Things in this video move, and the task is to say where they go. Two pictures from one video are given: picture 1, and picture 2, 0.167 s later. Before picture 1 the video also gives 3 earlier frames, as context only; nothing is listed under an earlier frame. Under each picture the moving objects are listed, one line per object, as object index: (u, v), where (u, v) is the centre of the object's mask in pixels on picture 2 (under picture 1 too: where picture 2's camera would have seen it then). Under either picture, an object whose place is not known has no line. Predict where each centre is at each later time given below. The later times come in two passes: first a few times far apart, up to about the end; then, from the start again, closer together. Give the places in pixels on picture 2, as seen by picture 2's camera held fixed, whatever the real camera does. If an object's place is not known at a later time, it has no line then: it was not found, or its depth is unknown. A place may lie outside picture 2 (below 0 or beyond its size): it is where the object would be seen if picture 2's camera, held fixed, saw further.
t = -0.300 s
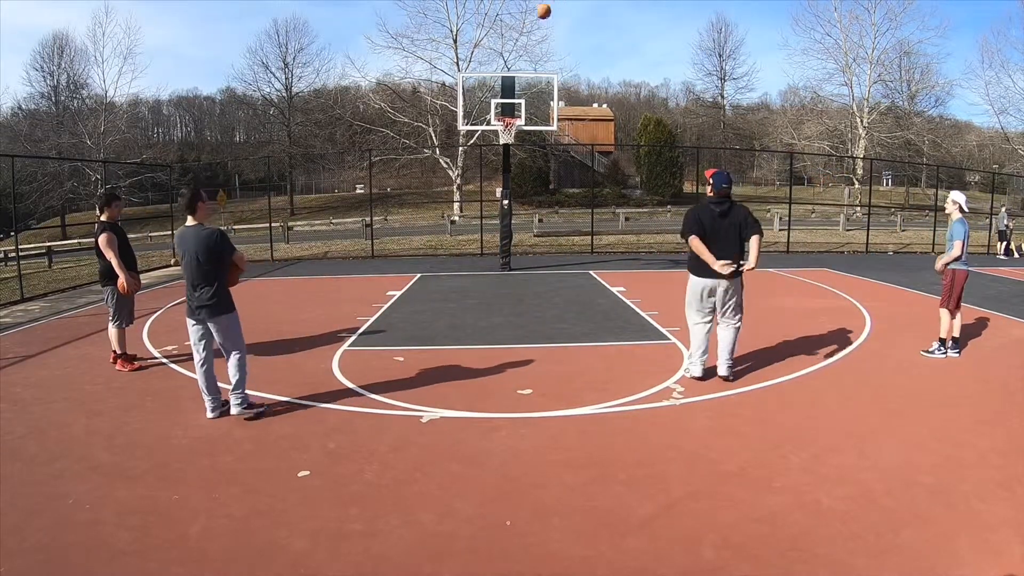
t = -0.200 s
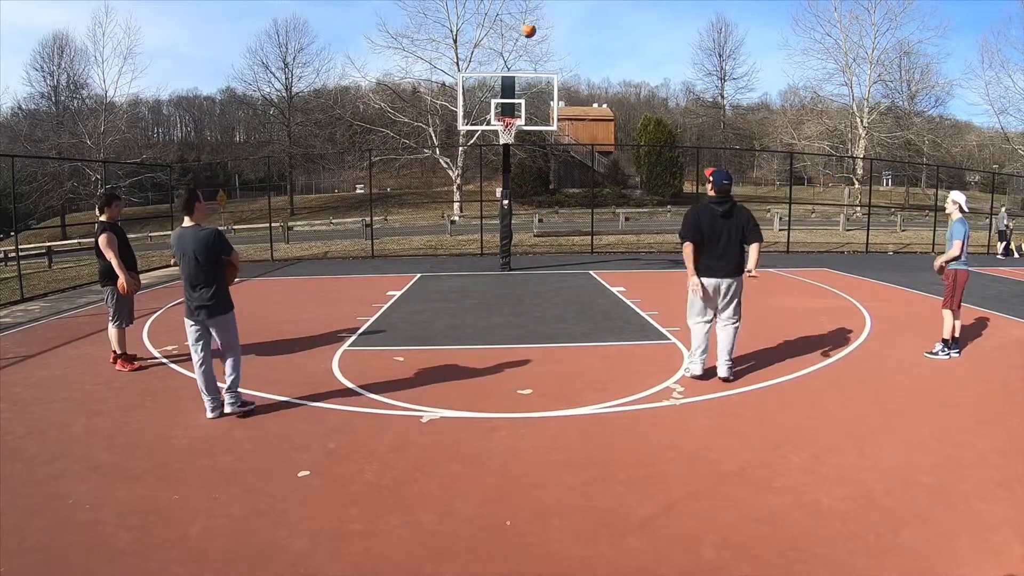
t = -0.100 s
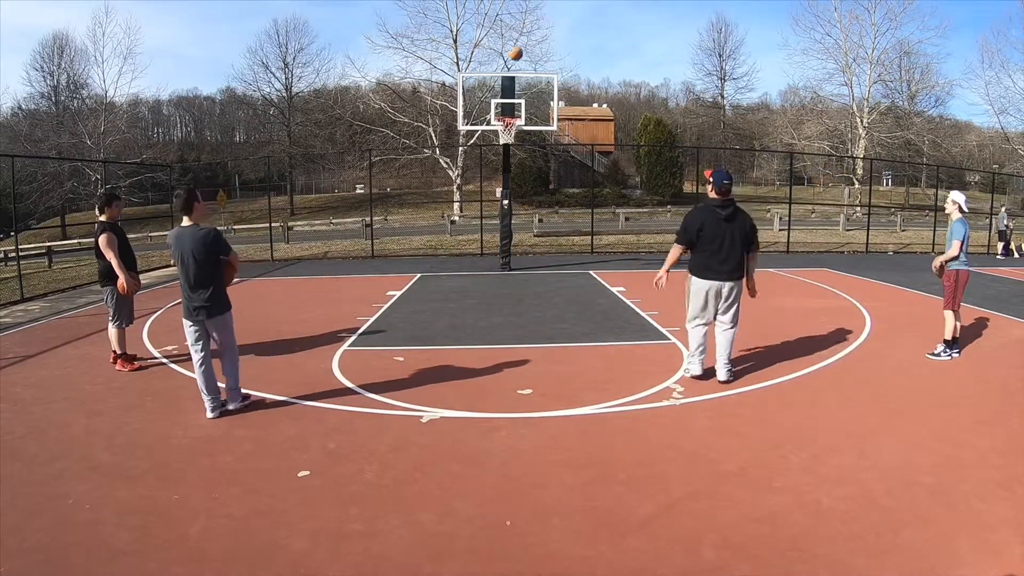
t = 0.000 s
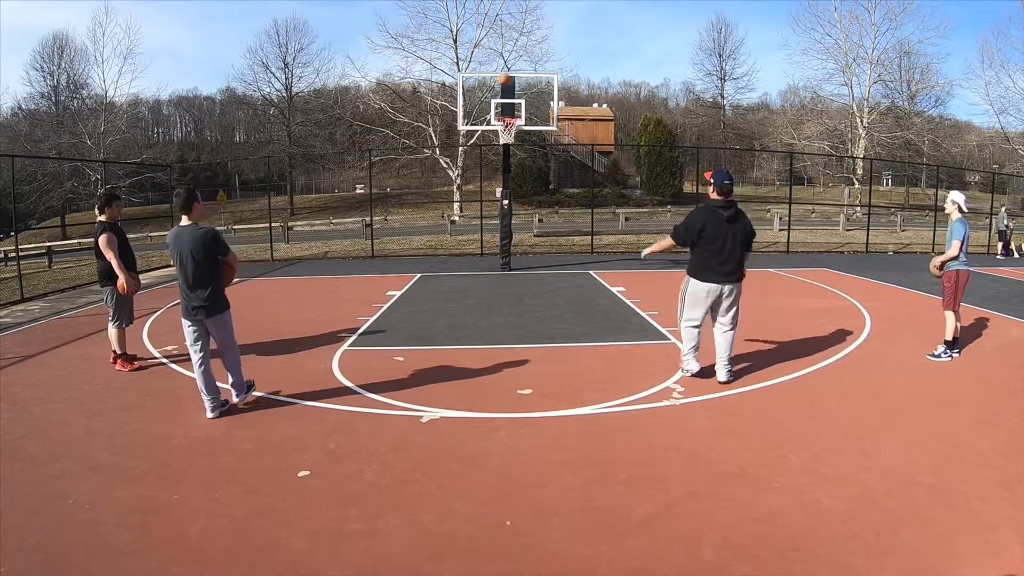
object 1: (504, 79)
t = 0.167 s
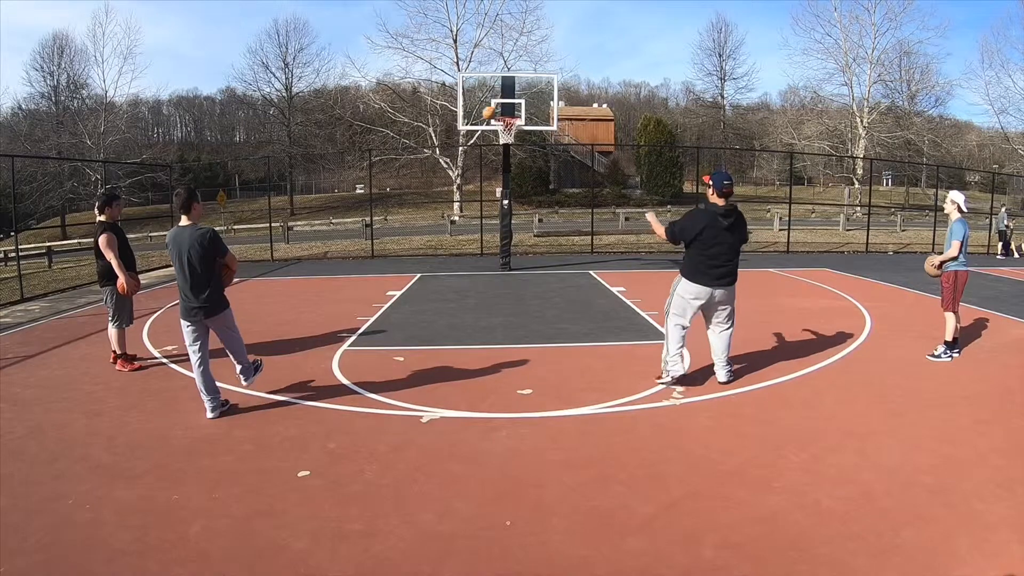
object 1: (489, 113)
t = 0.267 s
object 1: (475, 114)
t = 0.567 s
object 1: (429, 158)
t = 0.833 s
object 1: (384, 260)
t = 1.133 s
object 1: (323, 234)
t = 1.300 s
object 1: (279, 193)
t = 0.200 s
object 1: (484, 113)
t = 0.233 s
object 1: (479, 113)
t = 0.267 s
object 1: (475, 114)
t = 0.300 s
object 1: (471, 117)
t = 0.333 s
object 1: (466, 118)
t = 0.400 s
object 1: (457, 126)
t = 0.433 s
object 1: (450, 130)
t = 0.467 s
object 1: (445, 136)
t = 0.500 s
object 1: (440, 142)
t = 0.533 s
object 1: (434, 150)
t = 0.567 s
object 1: (429, 158)
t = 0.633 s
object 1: (418, 178)
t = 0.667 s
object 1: (412, 189)
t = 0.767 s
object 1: (396, 229)
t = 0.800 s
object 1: (391, 244)
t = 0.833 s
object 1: (384, 260)
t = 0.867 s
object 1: (380, 277)
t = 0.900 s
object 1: (374, 296)
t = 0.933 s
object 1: (368, 303)
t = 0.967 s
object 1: (361, 290)
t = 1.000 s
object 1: (353, 278)
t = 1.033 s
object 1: (346, 267)
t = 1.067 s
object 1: (337, 255)
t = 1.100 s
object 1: (331, 246)
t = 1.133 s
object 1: (323, 234)
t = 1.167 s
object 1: (315, 225)
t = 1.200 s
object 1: (307, 216)
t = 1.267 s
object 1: (289, 200)
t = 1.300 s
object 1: (279, 193)
